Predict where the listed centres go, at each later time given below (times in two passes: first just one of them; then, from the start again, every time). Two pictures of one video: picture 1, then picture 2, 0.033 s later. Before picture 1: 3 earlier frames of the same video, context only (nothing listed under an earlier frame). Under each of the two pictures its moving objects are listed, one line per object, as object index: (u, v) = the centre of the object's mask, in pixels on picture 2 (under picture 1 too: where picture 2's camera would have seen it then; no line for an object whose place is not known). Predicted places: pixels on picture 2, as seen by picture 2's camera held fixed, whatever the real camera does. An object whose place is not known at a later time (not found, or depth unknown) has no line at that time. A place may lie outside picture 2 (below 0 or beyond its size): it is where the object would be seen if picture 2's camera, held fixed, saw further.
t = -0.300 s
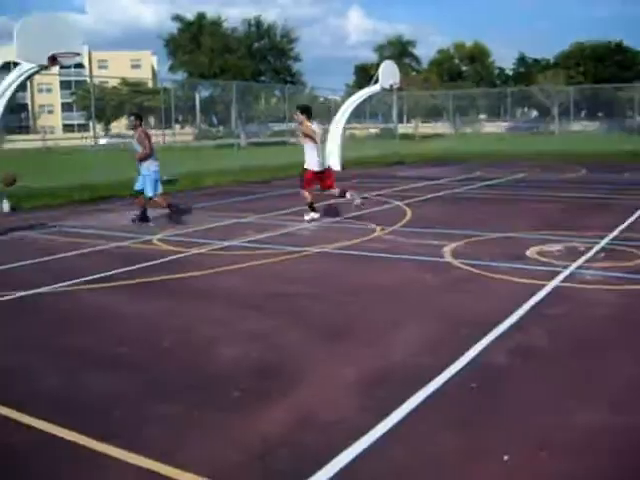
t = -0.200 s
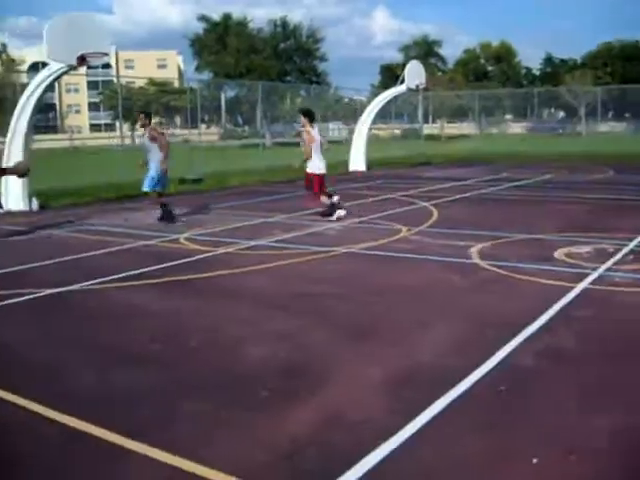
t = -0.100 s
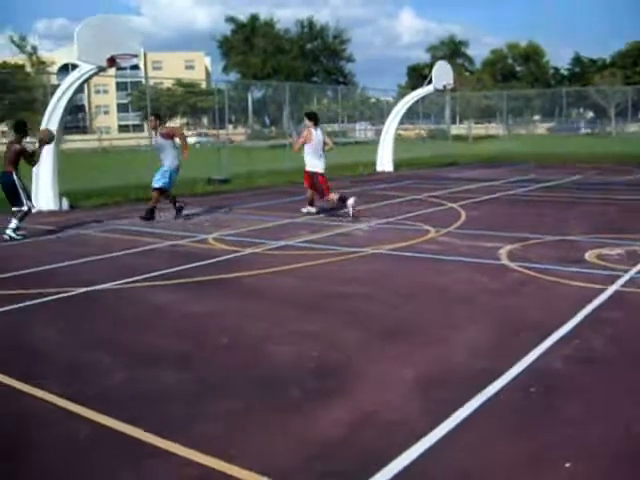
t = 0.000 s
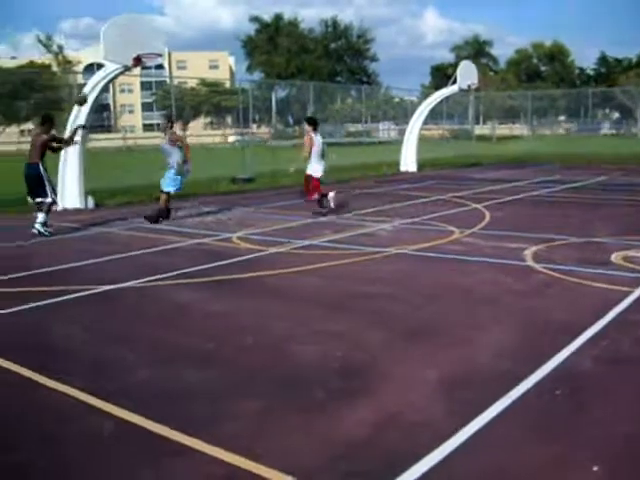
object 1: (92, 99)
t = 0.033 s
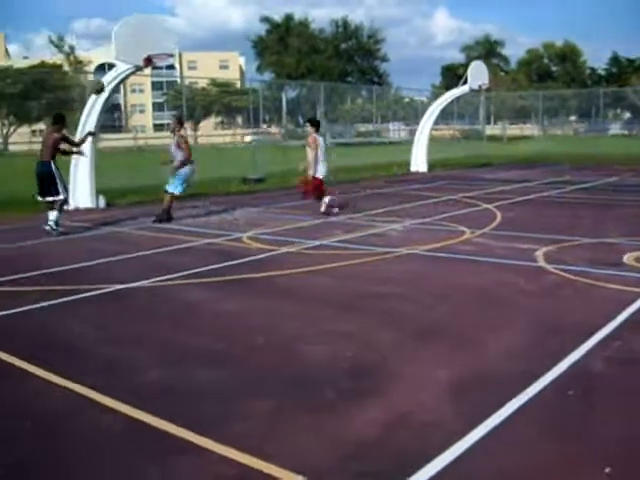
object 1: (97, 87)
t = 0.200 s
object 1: (120, 42)
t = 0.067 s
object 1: (100, 75)
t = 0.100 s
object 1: (105, 66)
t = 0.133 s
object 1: (111, 58)
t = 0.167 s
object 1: (116, 50)
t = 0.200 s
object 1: (120, 42)
